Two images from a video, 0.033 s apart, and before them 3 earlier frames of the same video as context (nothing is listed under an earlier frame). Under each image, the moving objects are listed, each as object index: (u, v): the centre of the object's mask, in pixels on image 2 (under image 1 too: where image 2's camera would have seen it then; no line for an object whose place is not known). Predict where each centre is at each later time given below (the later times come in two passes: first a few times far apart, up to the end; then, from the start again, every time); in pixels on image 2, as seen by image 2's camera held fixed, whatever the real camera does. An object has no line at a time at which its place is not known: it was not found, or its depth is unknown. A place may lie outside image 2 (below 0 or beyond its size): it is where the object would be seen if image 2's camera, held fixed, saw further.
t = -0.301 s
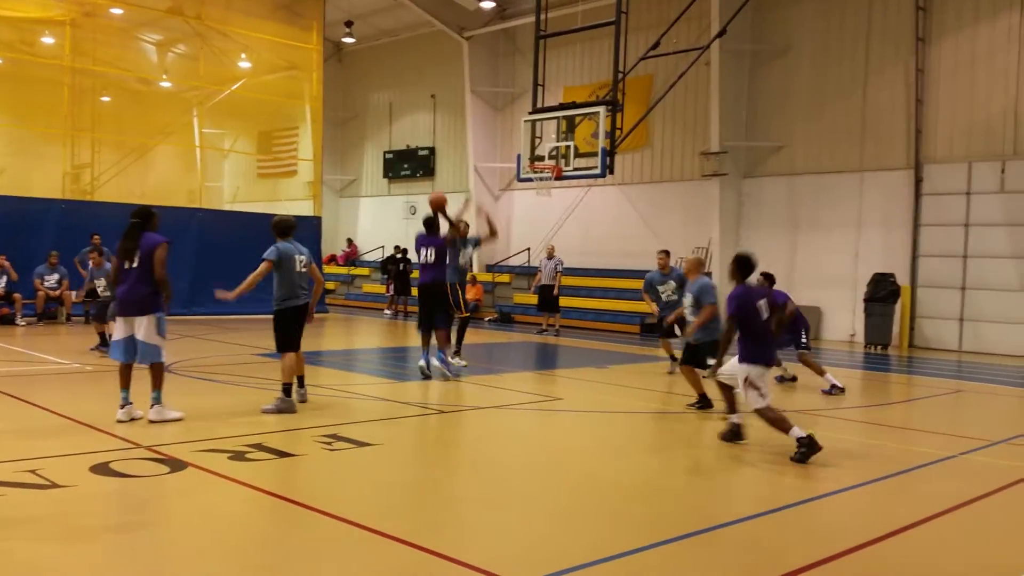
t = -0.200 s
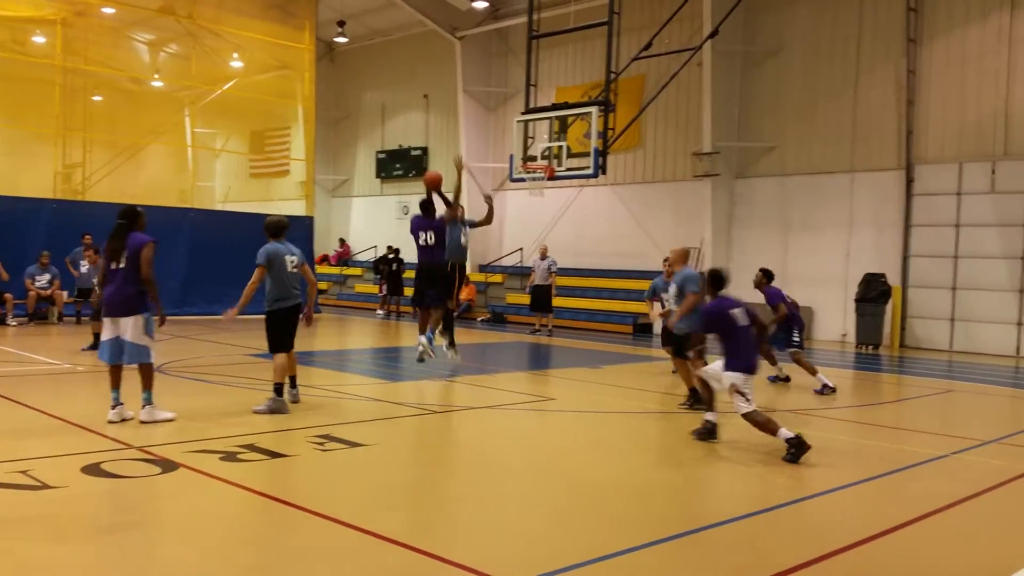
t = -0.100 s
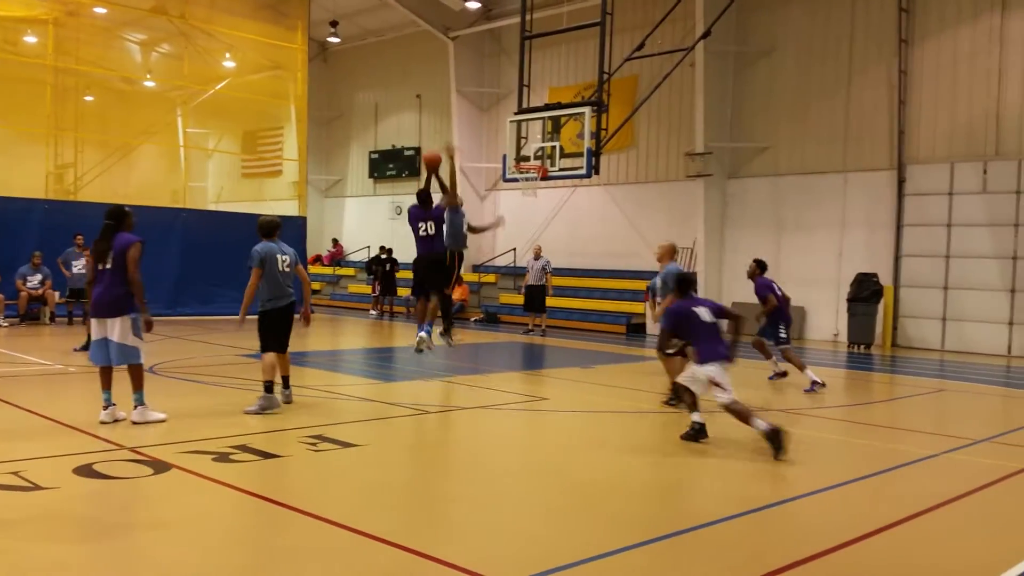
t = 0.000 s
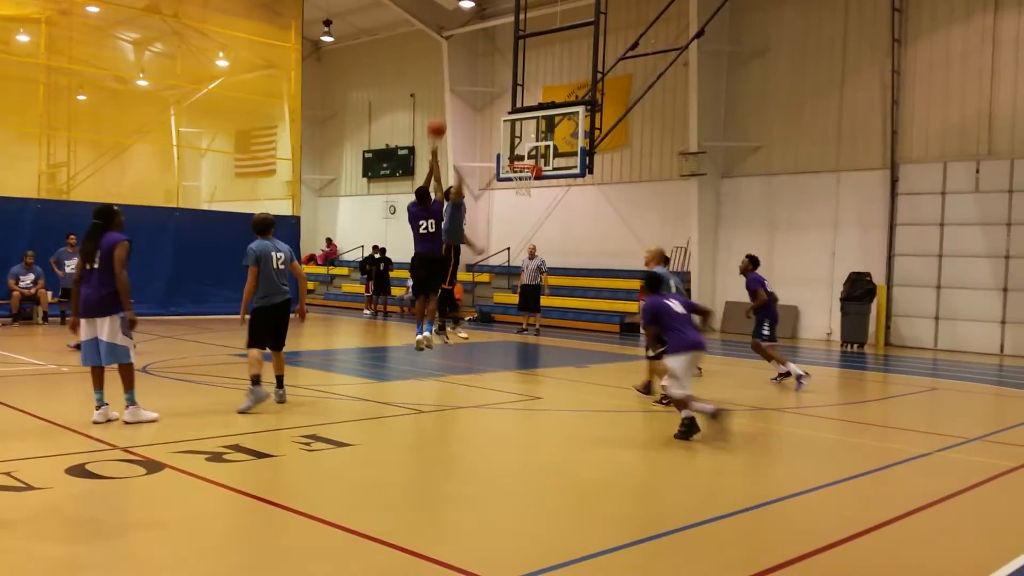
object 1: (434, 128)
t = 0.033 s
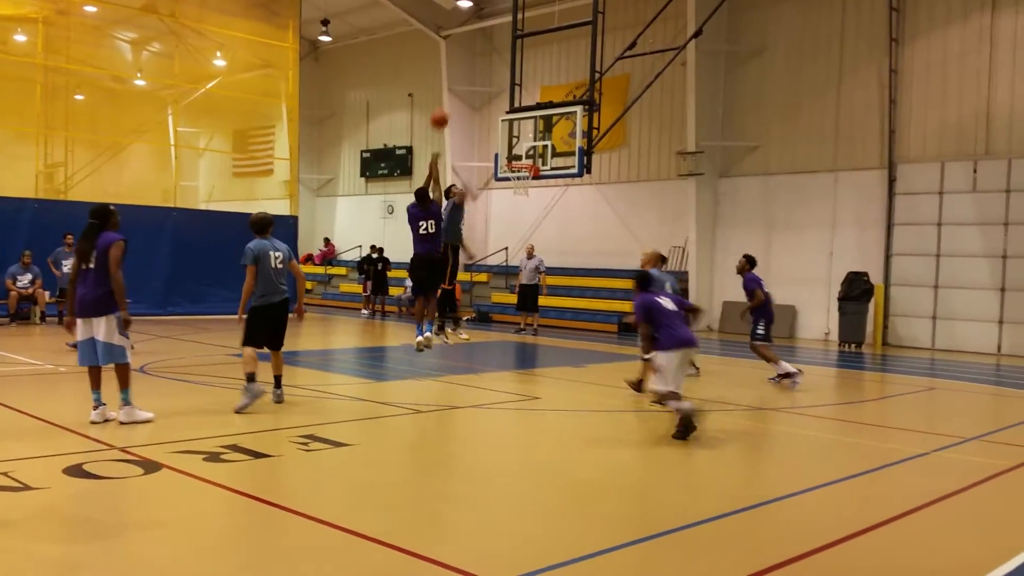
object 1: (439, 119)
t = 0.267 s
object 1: (470, 81)
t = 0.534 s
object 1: (503, 88)
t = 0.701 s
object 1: (521, 116)
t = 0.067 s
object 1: (444, 111)
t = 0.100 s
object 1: (448, 103)
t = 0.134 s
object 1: (453, 97)
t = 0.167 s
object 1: (458, 91)
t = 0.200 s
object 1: (462, 87)
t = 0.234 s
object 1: (466, 83)
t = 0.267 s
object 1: (470, 81)
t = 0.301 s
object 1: (475, 79)
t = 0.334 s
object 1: (479, 77)
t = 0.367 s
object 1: (483, 77)
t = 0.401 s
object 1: (487, 78)
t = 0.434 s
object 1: (491, 79)
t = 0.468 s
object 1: (495, 81)
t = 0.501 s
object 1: (499, 84)
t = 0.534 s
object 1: (503, 88)
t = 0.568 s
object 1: (507, 93)
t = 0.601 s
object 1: (511, 97)
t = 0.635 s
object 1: (514, 103)
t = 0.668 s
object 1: (517, 109)
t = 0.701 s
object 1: (521, 116)
